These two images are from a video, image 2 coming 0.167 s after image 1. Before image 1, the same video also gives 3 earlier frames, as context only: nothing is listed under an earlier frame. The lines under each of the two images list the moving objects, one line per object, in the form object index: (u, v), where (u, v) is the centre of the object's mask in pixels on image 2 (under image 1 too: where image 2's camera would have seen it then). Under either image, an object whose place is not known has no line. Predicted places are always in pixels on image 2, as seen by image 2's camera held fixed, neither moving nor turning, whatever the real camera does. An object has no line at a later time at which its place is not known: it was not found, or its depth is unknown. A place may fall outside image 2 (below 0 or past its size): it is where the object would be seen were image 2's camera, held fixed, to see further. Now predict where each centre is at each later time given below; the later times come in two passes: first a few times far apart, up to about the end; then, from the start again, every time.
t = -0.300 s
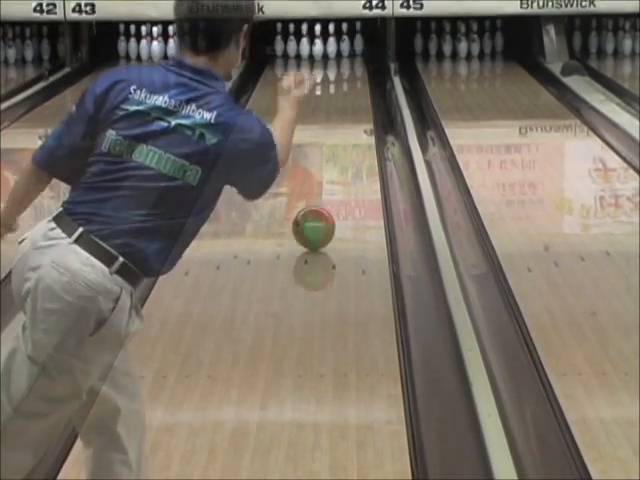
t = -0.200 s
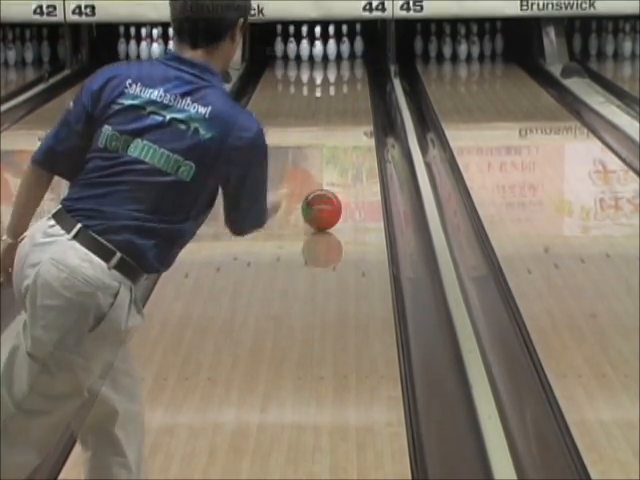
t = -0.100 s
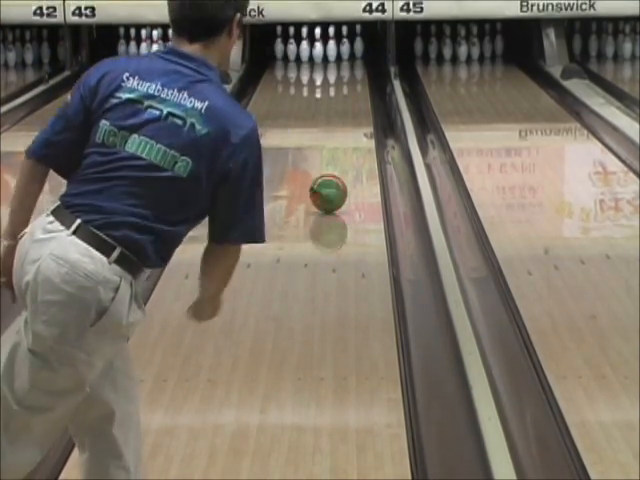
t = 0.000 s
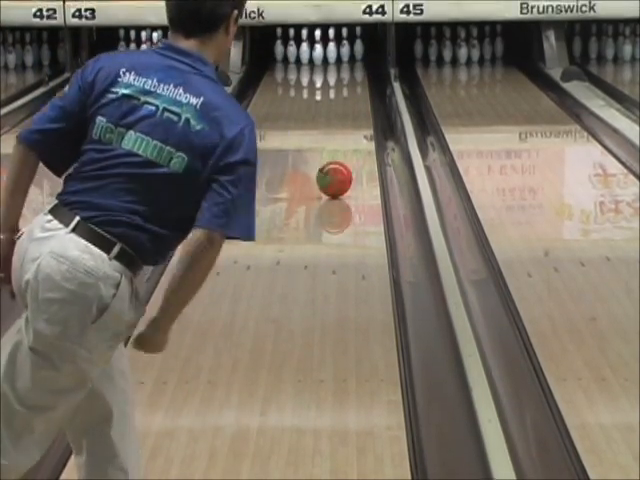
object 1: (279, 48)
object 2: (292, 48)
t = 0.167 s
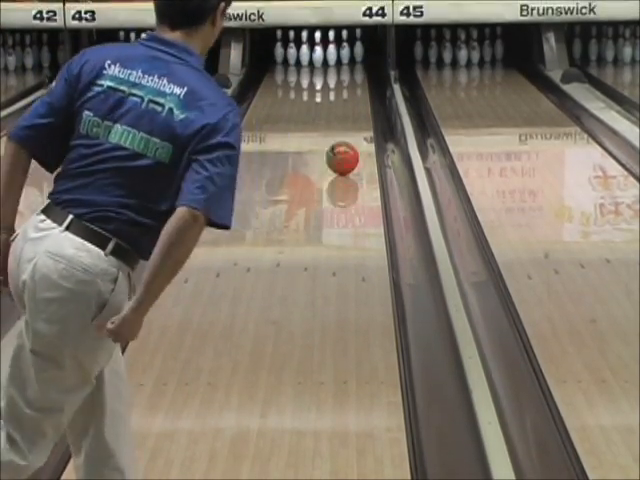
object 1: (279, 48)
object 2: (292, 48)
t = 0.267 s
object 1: (279, 48)
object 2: (292, 48)
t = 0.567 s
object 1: (279, 48)
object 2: (292, 48)
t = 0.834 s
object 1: (279, 48)
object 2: (292, 48)
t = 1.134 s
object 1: (279, 48)
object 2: (292, 48)
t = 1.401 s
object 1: (279, 48)
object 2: (292, 48)
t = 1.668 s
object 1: (279, 48)
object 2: (293, 48)
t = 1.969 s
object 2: (270, 47)
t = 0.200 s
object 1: (279, 48)
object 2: (292, 48)
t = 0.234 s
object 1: (279, 48)
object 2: (292, 48)
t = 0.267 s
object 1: (279, 48)
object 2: (292, 48)
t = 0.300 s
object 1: (279, 48)
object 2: (292, 48)
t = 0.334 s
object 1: (279, 48)
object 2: (292, 48)
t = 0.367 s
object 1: (279, 48)
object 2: (292, 48)
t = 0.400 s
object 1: (279, 48)
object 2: (292, 48)
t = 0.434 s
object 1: (279, 48)
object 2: (292, 48)
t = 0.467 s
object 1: (279, 48)
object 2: (292, 48)
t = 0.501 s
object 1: (279, 48)
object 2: (292, 48)
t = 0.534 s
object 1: (279, 48)
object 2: (292, 48)
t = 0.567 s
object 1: (279, 48)
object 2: (292, 48)
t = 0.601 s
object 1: (279, 48)
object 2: (292, 48)
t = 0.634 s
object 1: (279, 48)
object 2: (292, 48)
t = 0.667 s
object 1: (279, 48)
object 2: (292, 48)
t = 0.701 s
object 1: (279, 48)
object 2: (292, 48)
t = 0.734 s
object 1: (279, 48)
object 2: (292, 47)
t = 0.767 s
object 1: (279, 48)
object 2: (292, 48)
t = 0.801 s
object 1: (279, 48)
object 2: (292, 48)
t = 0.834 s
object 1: (279, 48)
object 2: (292, 48)
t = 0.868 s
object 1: (279, 48)
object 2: (292, 48)
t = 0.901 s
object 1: (279, 48)
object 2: (292, 48)
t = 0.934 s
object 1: (279, 48)
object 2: (292, 48)
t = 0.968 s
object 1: (279, 48)
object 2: (292, 48)
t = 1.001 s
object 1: (279, 48)
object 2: (292, 48)
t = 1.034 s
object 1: (279, 48)
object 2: (292, 48)
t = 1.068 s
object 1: (279, 48)
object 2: (292, 48)
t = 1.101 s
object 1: (279, 48)
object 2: (292, 48)
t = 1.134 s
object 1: (279, 48)
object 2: (292, 48)
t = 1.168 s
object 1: (279, 48)
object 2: (292, 48)
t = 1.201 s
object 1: (279, 48)
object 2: (292, 48)
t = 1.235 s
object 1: (279, 48)
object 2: (292, 48)
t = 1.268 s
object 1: (279, 48)
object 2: (293, 48)
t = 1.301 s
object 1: (279, 48)
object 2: (293, 48)
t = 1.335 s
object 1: (279, 48)
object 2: (293, 48)
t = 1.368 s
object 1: (279, 48)
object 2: (293, 48)
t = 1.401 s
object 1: (279, 48)
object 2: (292, 48)
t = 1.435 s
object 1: (279, 48)
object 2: (293, 48)
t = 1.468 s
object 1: (279, 48)
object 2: (293, 48)
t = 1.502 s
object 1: (279, 48)
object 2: (293, 48)
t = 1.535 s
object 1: (279, 48)
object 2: (293, 48)
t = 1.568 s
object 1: (279, 48)
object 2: (293, 48)
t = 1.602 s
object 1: (279, 48)
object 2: (293, 49)
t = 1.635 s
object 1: (279, 48)
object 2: (293, 49)
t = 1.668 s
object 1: (279, 48)
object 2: (293, 48)
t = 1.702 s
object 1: (279, 48)
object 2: (293, 48)
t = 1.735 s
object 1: (279, 48)
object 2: (292, 48)
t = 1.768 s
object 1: (279, 48)
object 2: (290, 45)
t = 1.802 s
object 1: (277, 47)
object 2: (284, 48)
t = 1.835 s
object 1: (272, 47)
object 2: (281, 44)
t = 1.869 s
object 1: (266, 49)
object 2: (279, 44)
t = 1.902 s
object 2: (273, 48)
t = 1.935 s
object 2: (273, 47)
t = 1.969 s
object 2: (270, 47)
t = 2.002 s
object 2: (265, 49)
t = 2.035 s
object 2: (261, 54)
